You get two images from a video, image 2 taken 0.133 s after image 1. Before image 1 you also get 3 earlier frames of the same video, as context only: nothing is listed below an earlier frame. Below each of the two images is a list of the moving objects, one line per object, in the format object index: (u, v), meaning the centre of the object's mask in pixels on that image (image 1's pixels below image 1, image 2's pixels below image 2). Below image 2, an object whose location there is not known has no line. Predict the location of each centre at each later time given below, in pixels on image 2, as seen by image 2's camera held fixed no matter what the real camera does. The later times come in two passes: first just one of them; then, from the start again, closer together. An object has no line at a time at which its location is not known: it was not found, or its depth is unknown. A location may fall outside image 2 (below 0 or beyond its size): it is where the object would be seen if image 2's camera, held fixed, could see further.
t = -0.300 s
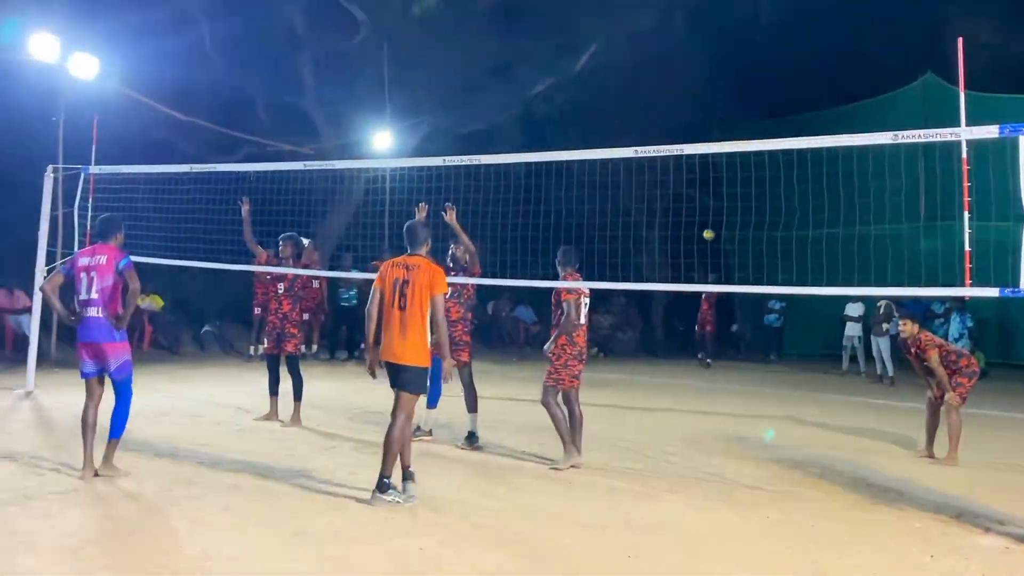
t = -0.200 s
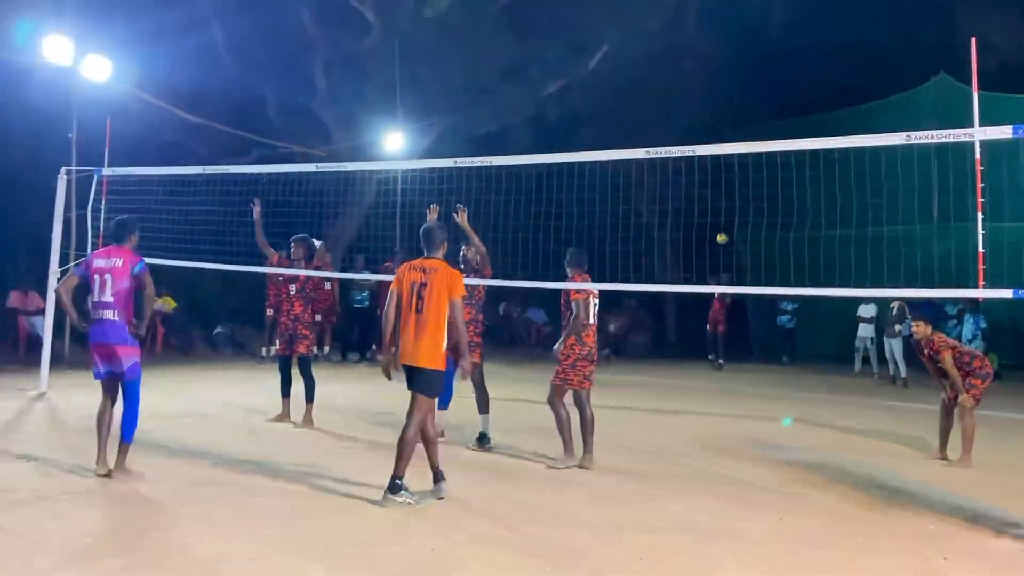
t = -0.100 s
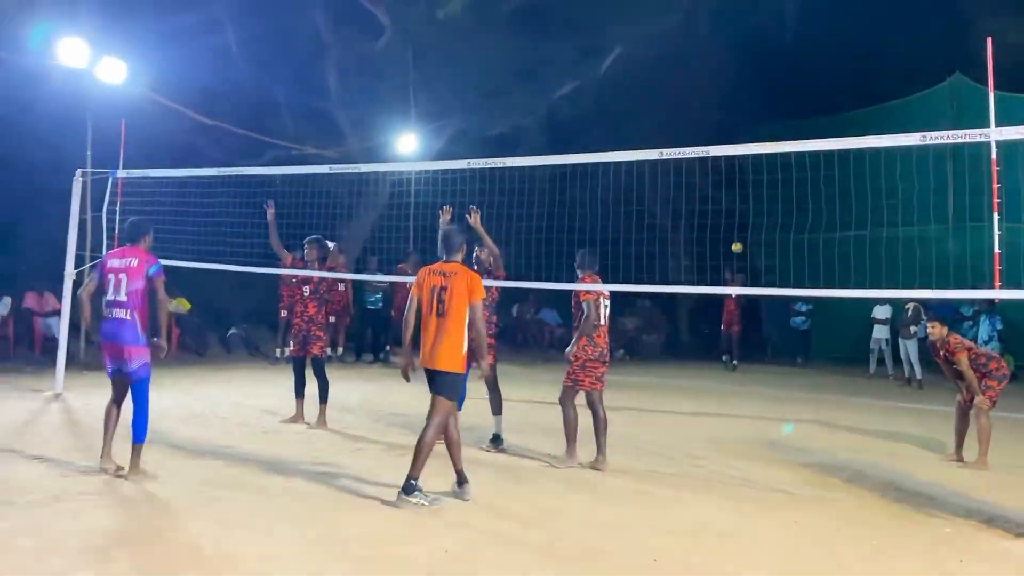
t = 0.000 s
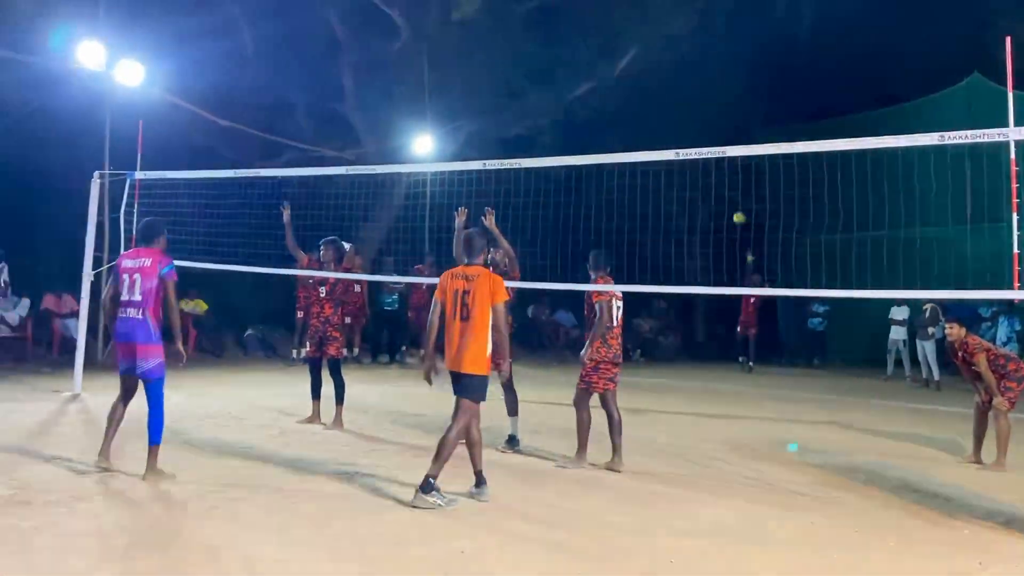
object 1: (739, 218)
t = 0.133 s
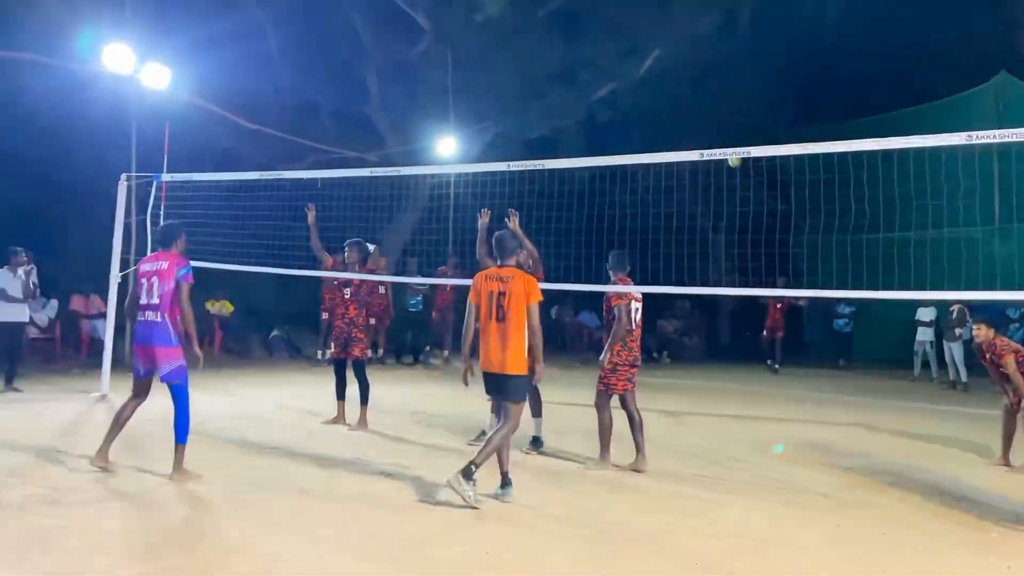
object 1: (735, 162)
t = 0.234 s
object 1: (712, 119)
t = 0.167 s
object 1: (727, 144)
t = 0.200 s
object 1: (720, 133)
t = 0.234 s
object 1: (712, 119)
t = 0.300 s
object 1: (695, 92)
